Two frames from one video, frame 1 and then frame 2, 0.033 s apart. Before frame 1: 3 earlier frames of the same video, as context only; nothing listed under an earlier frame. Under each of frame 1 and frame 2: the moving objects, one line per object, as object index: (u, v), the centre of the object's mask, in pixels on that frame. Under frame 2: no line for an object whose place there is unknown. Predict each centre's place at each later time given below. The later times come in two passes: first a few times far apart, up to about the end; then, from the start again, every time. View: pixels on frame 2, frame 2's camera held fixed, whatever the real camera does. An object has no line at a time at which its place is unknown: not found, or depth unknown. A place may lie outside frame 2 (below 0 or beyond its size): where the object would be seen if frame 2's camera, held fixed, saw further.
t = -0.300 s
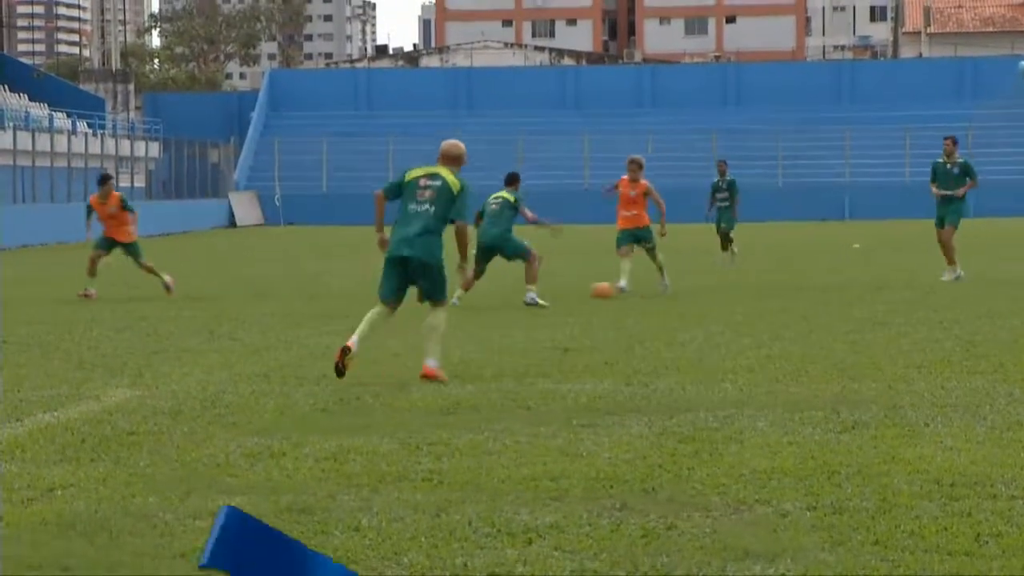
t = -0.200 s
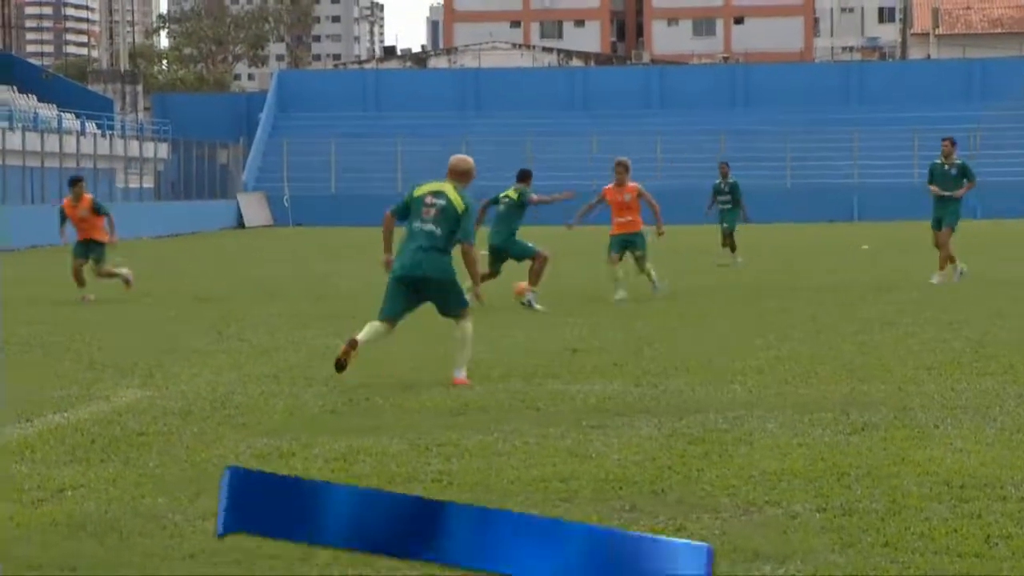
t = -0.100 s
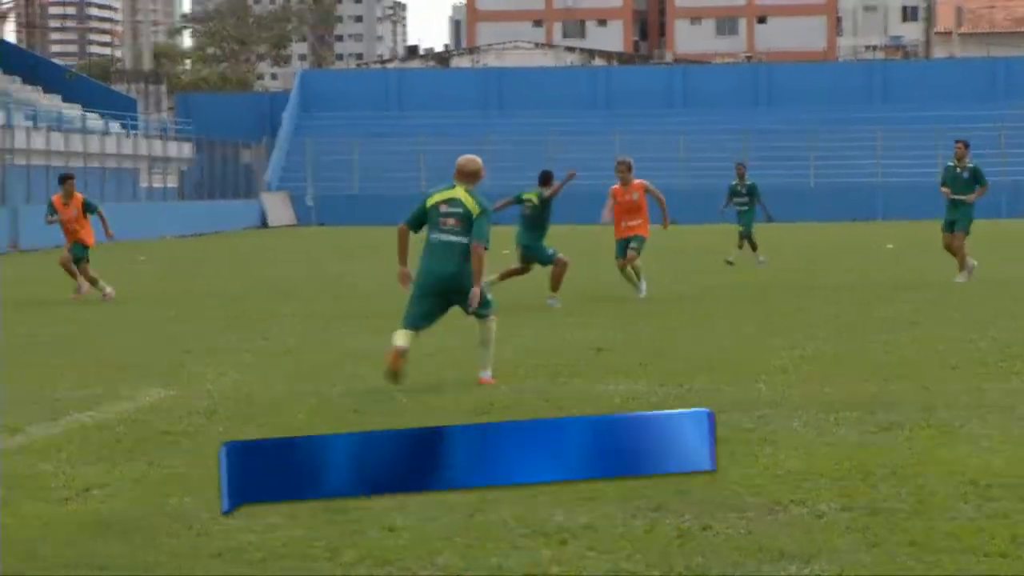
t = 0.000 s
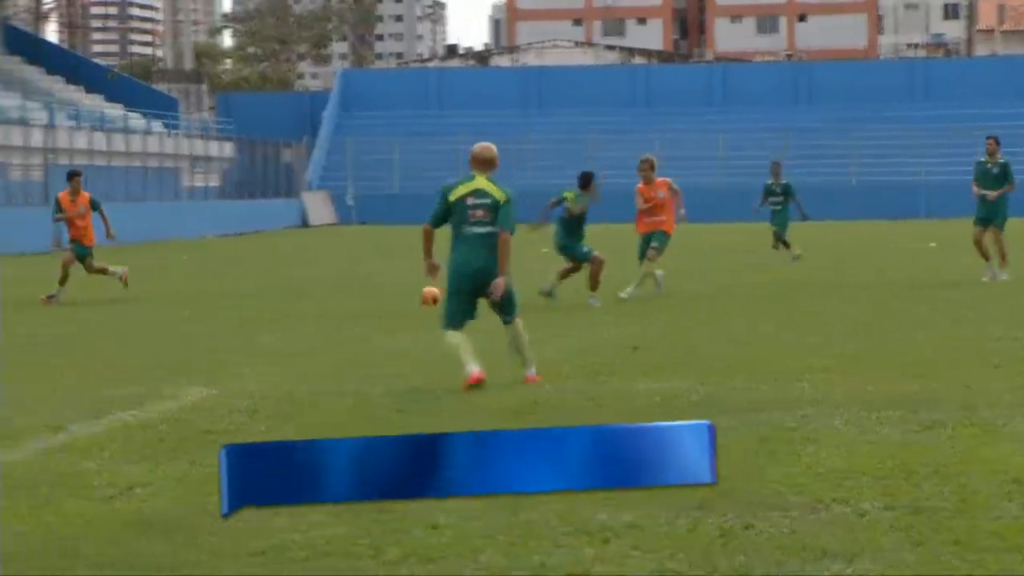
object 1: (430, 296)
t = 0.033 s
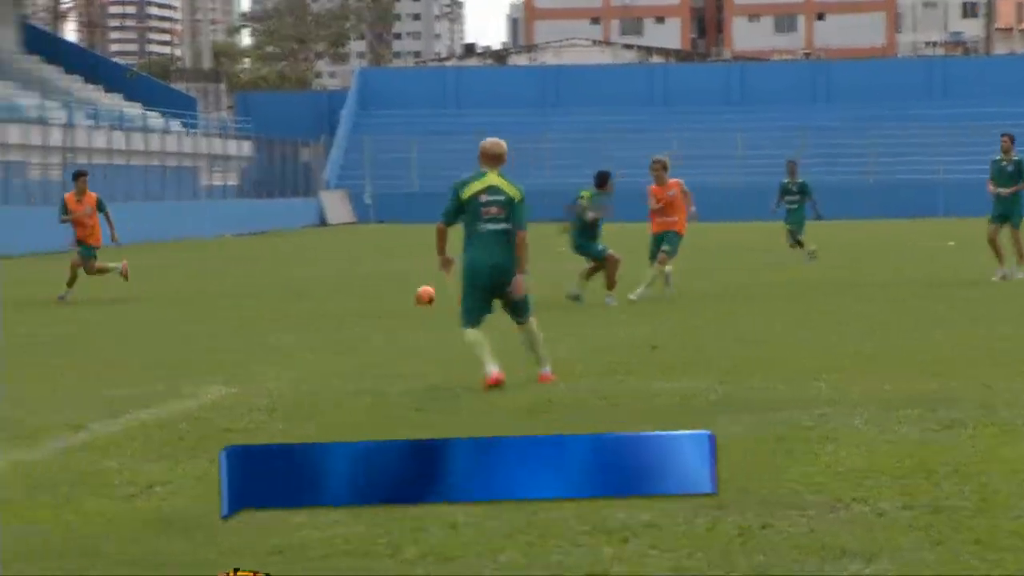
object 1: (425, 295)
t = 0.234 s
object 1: (296, 295)
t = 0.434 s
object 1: (175, 301)
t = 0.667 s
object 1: (37, 308)
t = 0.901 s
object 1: (-109, 315)
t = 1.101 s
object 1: (-237, 320)
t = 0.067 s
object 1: (403, 296)
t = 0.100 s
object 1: (380, 297)
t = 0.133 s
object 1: (359, 297)
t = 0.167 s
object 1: (338, 295)
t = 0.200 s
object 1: (318, 295)
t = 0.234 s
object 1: (296, 295)
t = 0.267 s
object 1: (276, 295)
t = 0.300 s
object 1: (255, 298)
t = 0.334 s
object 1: (234, 300)
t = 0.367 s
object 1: (213, 302)
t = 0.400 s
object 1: (194, 302)
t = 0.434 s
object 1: (175, 301)
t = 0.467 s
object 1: (154, 301)
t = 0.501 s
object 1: (136, 302)
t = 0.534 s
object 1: (115, 303)
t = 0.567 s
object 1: (96, 307)
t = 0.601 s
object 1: (77, 307)
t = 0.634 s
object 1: (56, 307)
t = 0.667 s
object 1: (37, 308)
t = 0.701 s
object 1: (17, 309)
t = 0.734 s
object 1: (-3, 311)
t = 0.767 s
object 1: (-25, 312)
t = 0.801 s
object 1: (-45, 313)
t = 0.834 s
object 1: (-66, 314)
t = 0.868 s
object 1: (-87, 314)
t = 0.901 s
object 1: (-109, 315)
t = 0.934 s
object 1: (-130, 316)
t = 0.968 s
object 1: (-152, 317)
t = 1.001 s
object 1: (-173, 317)
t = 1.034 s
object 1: (-194, 317)
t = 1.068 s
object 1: (-216, 318)
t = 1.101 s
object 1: (-237, 320)
